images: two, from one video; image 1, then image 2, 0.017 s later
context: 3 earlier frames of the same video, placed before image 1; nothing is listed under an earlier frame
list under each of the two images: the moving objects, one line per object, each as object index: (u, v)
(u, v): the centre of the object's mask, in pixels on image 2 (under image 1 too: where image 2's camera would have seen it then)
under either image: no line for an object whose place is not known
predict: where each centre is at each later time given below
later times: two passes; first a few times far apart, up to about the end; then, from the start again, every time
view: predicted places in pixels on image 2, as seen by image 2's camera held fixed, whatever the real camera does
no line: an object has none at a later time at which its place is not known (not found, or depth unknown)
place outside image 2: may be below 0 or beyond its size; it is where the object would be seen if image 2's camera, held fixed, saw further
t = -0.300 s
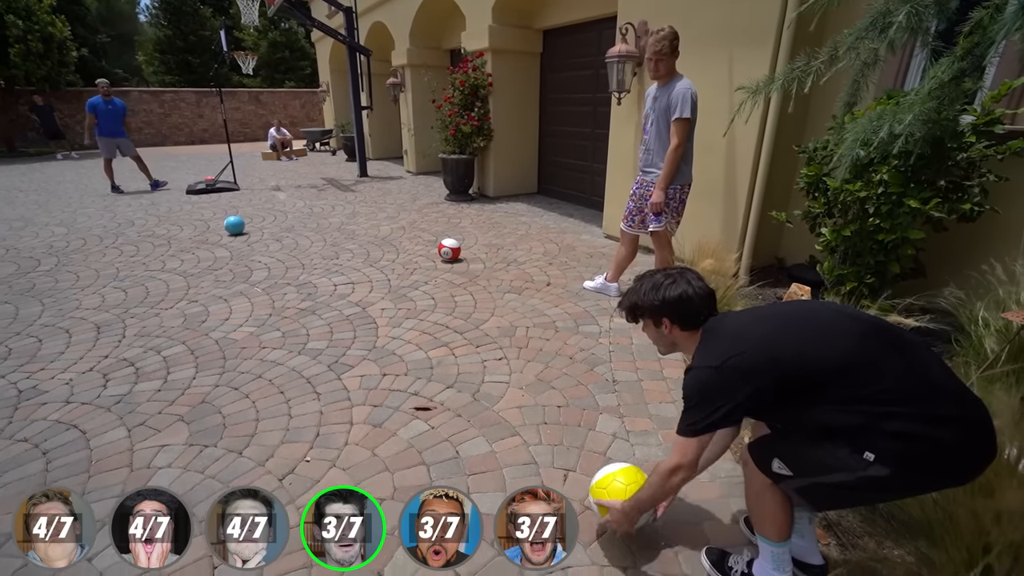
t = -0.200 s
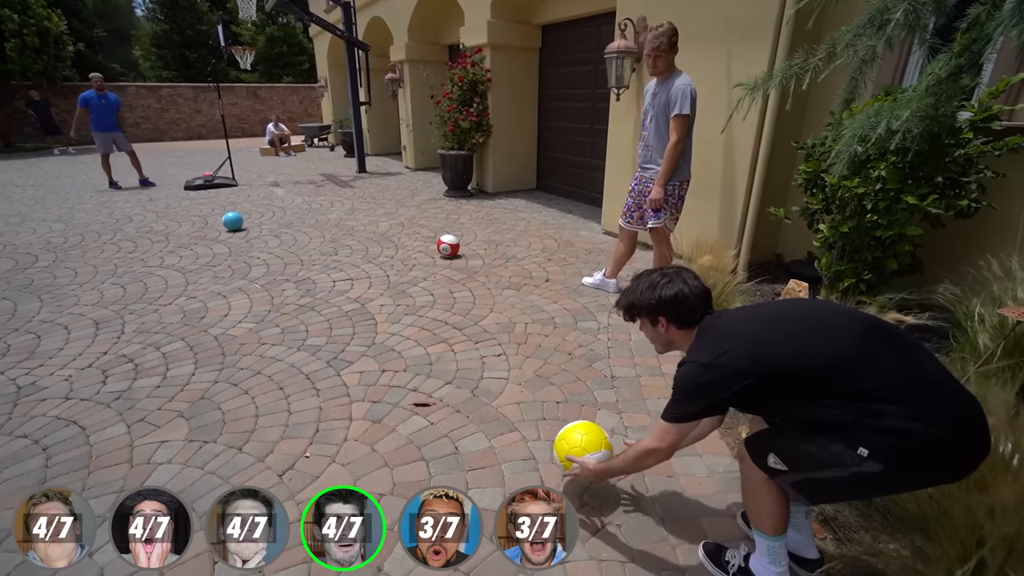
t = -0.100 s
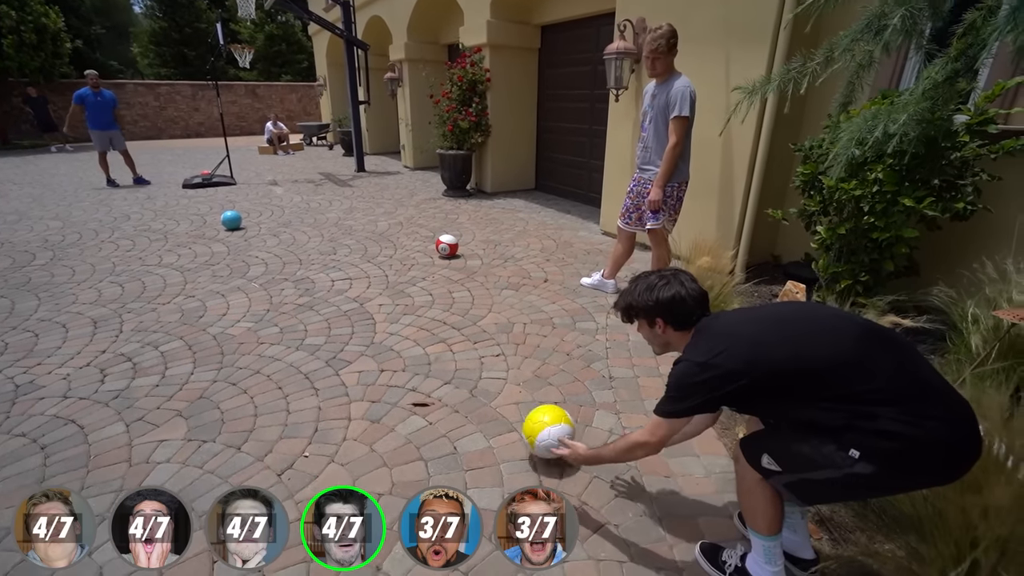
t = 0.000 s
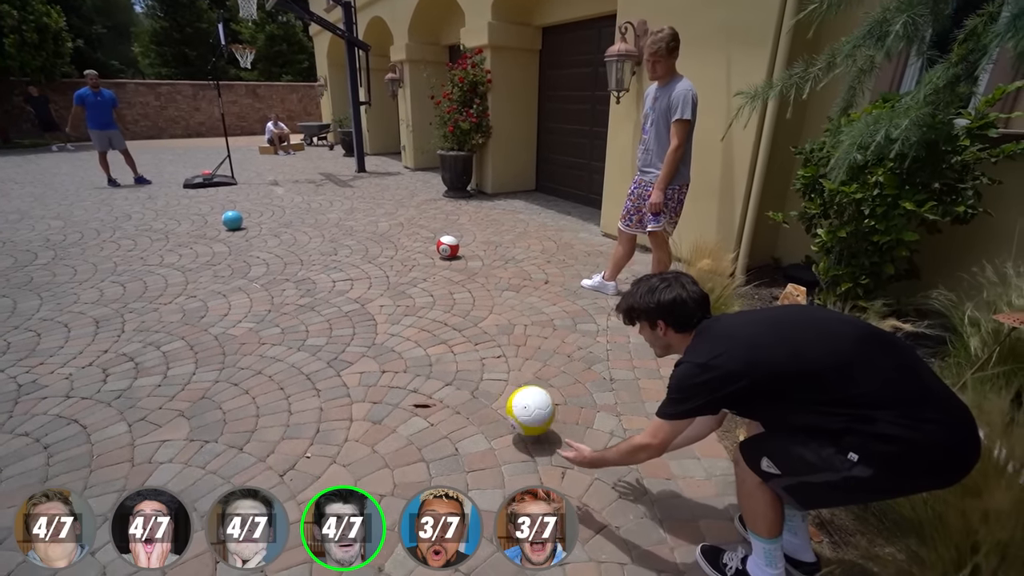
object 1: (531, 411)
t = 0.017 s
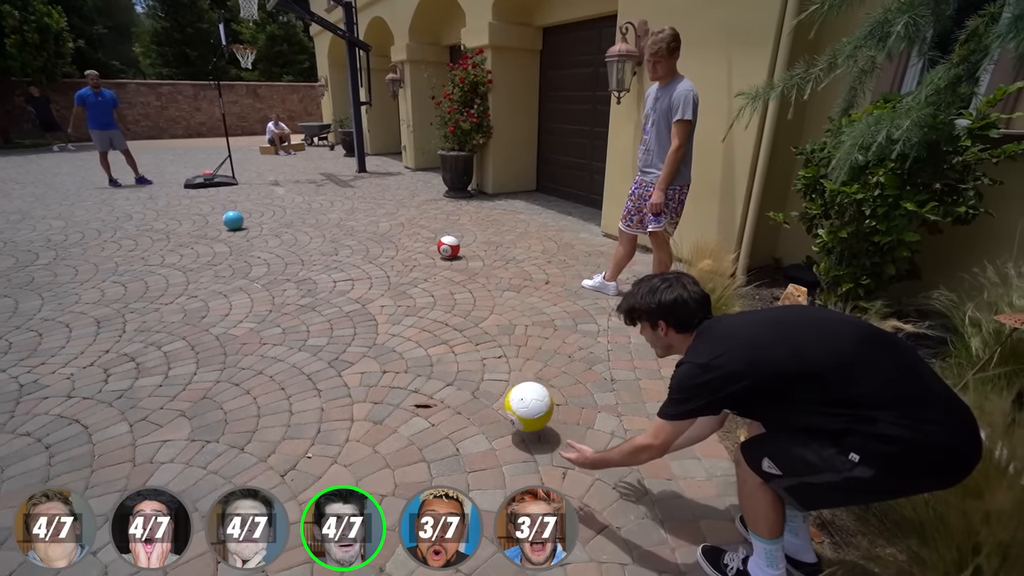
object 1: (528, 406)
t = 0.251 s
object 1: (497, 379)
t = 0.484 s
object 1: (468, 353)
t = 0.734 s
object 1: (441, 334)
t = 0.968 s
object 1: (417, 316)
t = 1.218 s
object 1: (393, 302)
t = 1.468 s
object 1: (371, 289)
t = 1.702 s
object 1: (352, 279)
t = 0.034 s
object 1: (526, 403)
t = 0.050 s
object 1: (524, 399)
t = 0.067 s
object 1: (522, 397)
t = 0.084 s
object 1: (519, 395)
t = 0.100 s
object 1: (517, 393)
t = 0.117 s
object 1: (515, 392)
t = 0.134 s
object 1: (513, 391)
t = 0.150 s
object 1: (511, 391)
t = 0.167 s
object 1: (508, 391)
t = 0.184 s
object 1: (506, 392)
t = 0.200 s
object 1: (504, 392)
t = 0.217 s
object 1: (502, 388)
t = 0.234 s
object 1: (499, 383)
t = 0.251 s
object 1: (497, 379)
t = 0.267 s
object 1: (495, 376)
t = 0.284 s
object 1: (493, 373)
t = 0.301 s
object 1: (490, 372)
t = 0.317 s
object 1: (488, 370)
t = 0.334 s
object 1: (486, 368)
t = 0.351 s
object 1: (484, 368)
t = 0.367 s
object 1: (481, 368)
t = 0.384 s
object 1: (479, 368)
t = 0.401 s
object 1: (477, 366)
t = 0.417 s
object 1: (476, 362)
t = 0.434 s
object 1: (474, 359)
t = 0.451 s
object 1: (472, 357)
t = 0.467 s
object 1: (470, 355)
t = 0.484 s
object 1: (468, 353)
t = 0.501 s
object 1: (466, 352)
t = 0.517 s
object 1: (465, 352)
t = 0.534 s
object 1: (463, 351)
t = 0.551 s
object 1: (461, 351)
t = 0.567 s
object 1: (459, 349)
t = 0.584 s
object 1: (457, 346)
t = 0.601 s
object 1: (455, 344)
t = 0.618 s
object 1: (453, 343)
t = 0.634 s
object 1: (452, 341)
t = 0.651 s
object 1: (450, 340)
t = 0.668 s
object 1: (448, 340)
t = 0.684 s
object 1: (446, 339)
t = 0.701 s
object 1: (444, 337)
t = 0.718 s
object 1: (442, 335)
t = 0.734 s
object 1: (441, 334)
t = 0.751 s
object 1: (439, 333)
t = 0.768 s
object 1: (437, 331)
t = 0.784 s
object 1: (435, 330)
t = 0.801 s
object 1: (434, 328)
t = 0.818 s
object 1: (432, 327)
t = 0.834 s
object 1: (430, 326)
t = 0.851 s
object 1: (429, 325)
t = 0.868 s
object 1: (427, 324)
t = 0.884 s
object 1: (425, 323)
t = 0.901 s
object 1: (424, 321)
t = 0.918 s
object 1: (422, 319)
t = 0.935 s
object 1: (420, 319)
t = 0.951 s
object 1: (419, 318)
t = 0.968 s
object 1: (417, 316)
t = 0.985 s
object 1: (416, 315)
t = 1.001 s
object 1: (414, 314)
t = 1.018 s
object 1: (412, 313)
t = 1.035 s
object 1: (411, 313)
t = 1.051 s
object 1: (409, 312)
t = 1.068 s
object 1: (408, 311)
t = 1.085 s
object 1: (406, 309)
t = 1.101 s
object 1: (404, 309)
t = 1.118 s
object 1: (403, 308)
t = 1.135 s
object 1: (401, 307)
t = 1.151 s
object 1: (399, 306)
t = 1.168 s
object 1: (398, 304)
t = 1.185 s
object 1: (396, 304)
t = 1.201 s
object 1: (395, 303)
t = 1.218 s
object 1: (393, 302)
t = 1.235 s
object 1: (392, 301)
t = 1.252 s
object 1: (390, 300)
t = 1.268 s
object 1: (388, 299)
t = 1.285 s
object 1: (387, 298)
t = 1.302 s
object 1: (385, 297)
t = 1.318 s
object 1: (384, 297)
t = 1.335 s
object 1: (382, 295)
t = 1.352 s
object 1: (381, 294)
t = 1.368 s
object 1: (379, 294)
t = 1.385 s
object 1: (377, 293)
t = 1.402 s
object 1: (376, 292)
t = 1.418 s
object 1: (375, 291)
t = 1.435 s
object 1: (374, 290)
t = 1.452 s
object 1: (372, 289)
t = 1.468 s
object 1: (371, 289)
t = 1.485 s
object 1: (369, 288)
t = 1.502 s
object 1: (368, 287)
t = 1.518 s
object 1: (366, 286)
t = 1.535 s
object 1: (365, 286)
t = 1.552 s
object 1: (364, 285)
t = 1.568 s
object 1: (362, 285)
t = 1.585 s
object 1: (361, 284)
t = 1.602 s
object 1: (360, 283)
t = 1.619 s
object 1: (358, 283)
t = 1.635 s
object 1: (357, 282)
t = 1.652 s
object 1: (356, 282)
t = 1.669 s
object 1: (355, 281)
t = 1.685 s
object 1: (353, 280)
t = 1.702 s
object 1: (352, 279)
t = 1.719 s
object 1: (351, 279)
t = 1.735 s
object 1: (349, 278)
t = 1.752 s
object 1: (348, 278)
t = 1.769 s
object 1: (347, 278)
